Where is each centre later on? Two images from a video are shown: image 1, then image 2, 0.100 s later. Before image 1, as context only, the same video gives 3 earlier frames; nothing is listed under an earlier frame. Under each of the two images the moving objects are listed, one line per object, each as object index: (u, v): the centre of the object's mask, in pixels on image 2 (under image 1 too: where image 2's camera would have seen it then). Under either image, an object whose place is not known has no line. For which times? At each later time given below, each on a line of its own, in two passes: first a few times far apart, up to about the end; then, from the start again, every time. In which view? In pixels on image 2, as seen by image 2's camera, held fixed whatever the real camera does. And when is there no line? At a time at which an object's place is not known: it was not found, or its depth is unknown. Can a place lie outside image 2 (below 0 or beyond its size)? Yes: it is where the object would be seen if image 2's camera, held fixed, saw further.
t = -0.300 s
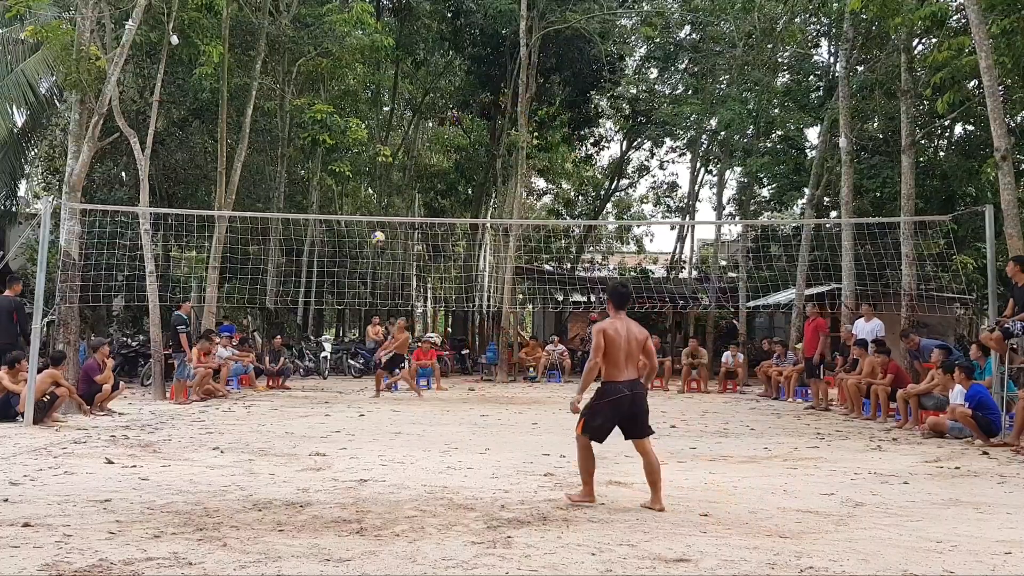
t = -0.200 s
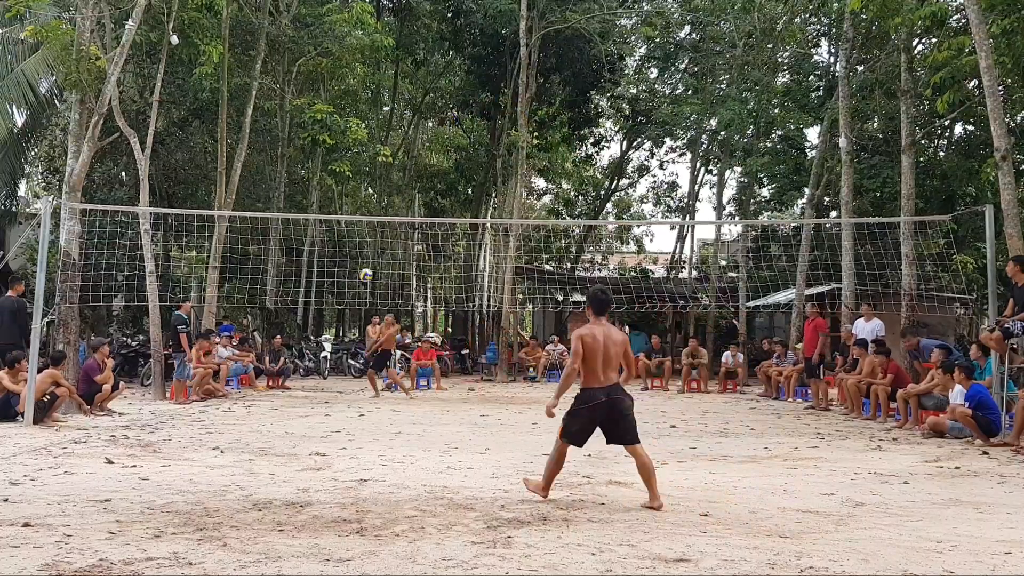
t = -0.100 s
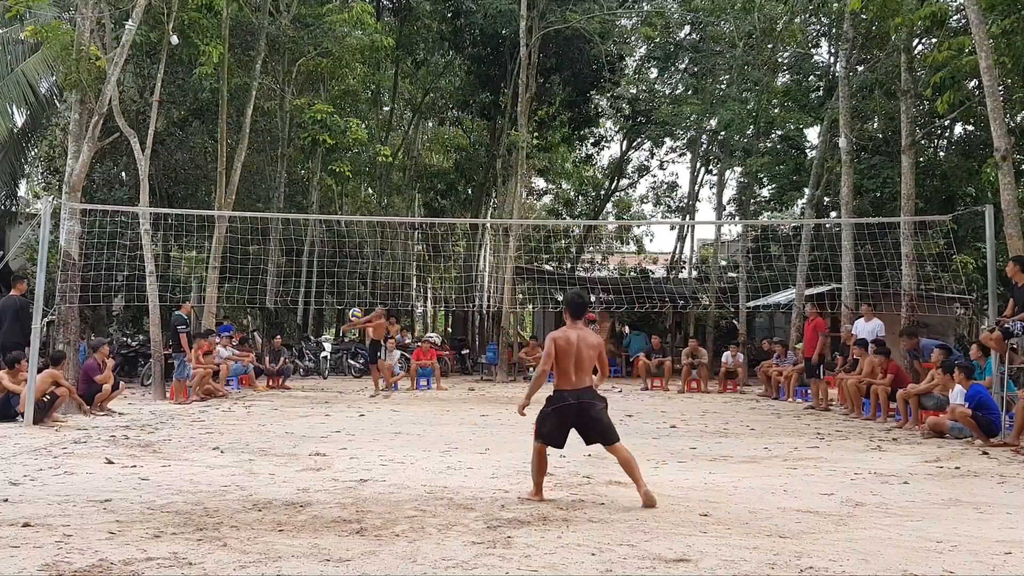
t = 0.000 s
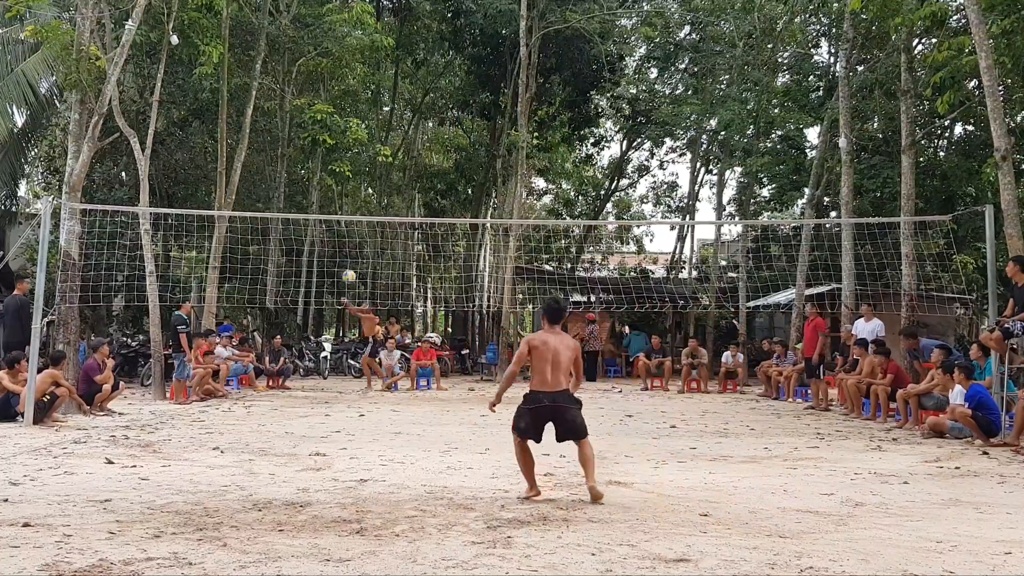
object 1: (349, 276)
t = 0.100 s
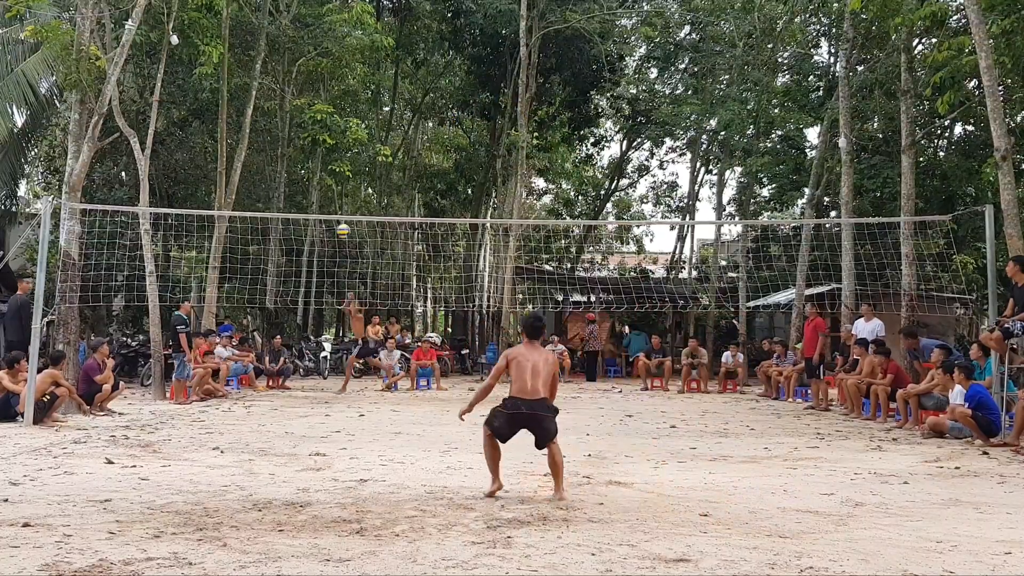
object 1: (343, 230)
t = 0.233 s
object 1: (334, 175)
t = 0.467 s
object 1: (315, 91)
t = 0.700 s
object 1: (288, 34)
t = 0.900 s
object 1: (259, 15)
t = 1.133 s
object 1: (212, 49)
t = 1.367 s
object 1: (142, 178)
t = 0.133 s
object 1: (341, 216)
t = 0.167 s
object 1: (339, 203)
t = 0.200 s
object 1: (336, 189)
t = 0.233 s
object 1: (334, 175)
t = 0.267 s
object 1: (332, 162)
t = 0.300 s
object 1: (329, 149)
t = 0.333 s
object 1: (326, 137)
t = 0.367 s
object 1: (324, 125)
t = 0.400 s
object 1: (321, 113)
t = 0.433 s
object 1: (318, 102)
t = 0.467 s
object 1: (315, 91)
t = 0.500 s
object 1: (312, 81)
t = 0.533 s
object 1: (308, 72)
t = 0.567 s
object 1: (304, 63)
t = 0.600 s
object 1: (301, 55)
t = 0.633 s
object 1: (297, 48)
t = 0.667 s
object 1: (293, 41)
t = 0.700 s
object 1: (288, 34)
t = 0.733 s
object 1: (284, 29)
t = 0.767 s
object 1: (279, 24)
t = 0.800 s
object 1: (274, 21)
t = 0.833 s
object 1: (269, 17)
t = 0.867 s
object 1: (264, 16)
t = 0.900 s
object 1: (259, 15)
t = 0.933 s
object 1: (253, 16)
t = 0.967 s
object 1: (247, 18)
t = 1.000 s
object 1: (241, 21)
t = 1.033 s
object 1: (234, 26)
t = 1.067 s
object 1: (227, 32)
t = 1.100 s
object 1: (220, 39)
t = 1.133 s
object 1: (212, 49)
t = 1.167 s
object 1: (204, 61)
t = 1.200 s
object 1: (195, 75)
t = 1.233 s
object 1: (186, 90)
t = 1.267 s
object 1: (176, 108)
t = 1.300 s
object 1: (166, 129)
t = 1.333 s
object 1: (154, 151)
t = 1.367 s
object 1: (142, 178)
